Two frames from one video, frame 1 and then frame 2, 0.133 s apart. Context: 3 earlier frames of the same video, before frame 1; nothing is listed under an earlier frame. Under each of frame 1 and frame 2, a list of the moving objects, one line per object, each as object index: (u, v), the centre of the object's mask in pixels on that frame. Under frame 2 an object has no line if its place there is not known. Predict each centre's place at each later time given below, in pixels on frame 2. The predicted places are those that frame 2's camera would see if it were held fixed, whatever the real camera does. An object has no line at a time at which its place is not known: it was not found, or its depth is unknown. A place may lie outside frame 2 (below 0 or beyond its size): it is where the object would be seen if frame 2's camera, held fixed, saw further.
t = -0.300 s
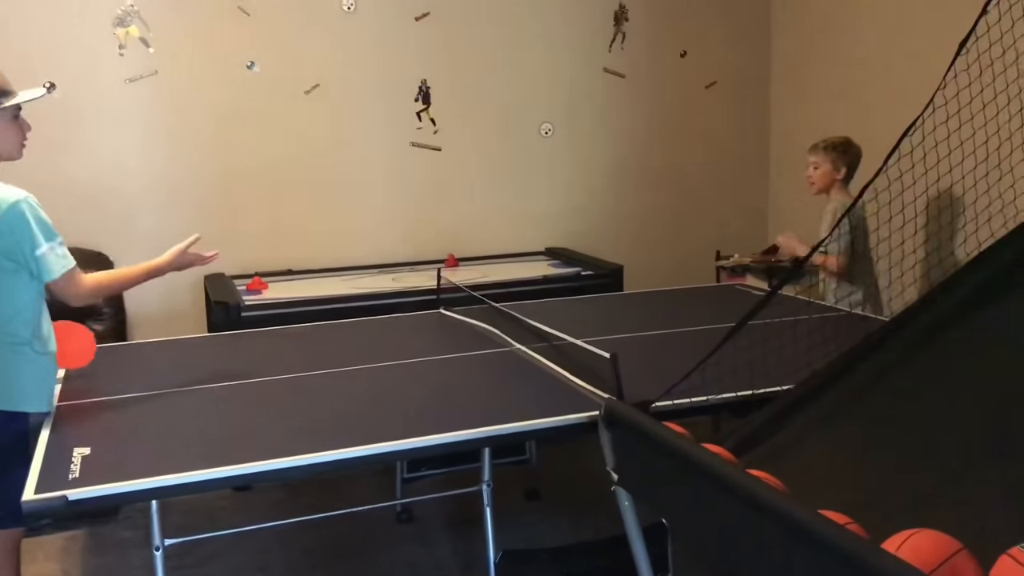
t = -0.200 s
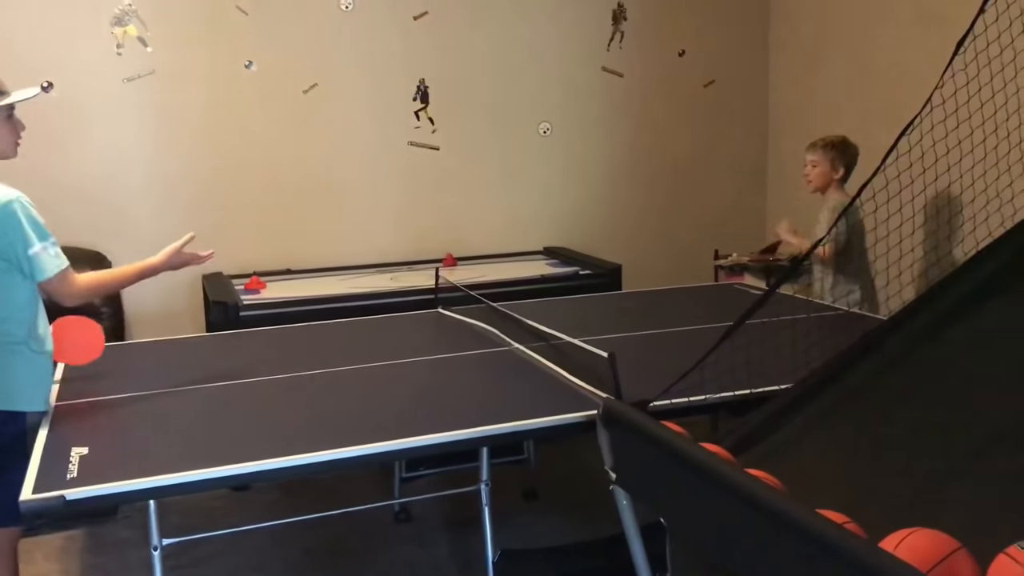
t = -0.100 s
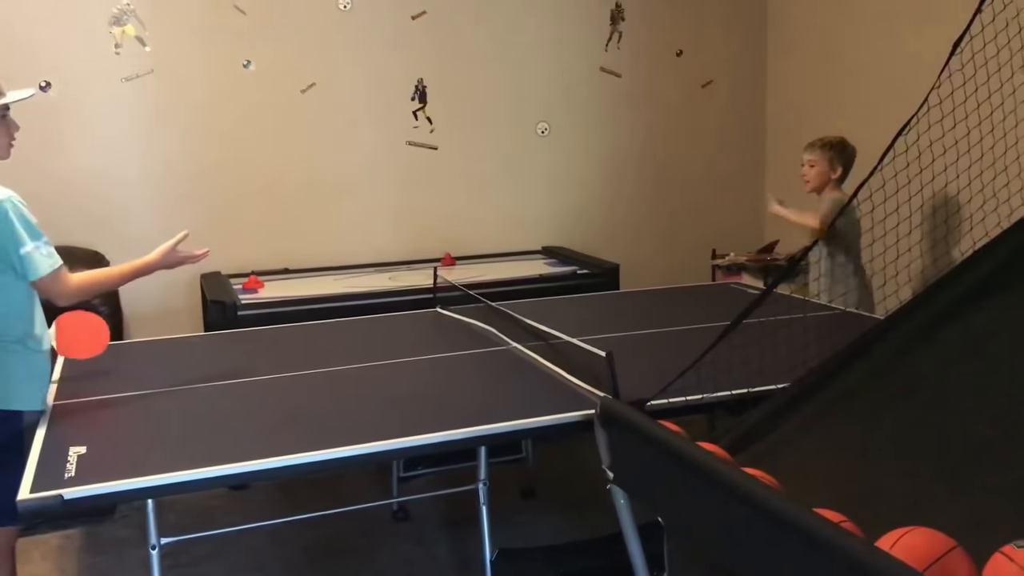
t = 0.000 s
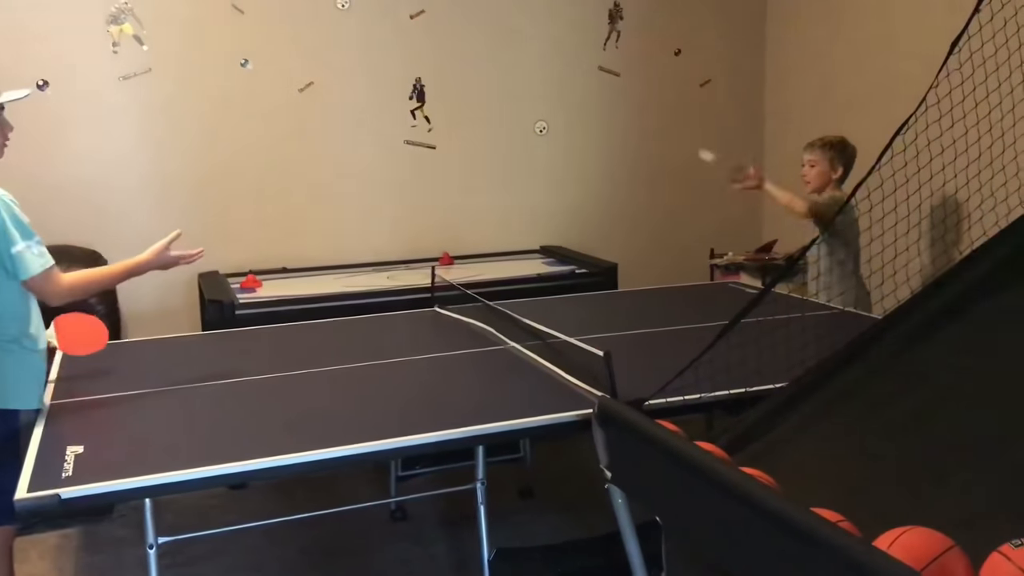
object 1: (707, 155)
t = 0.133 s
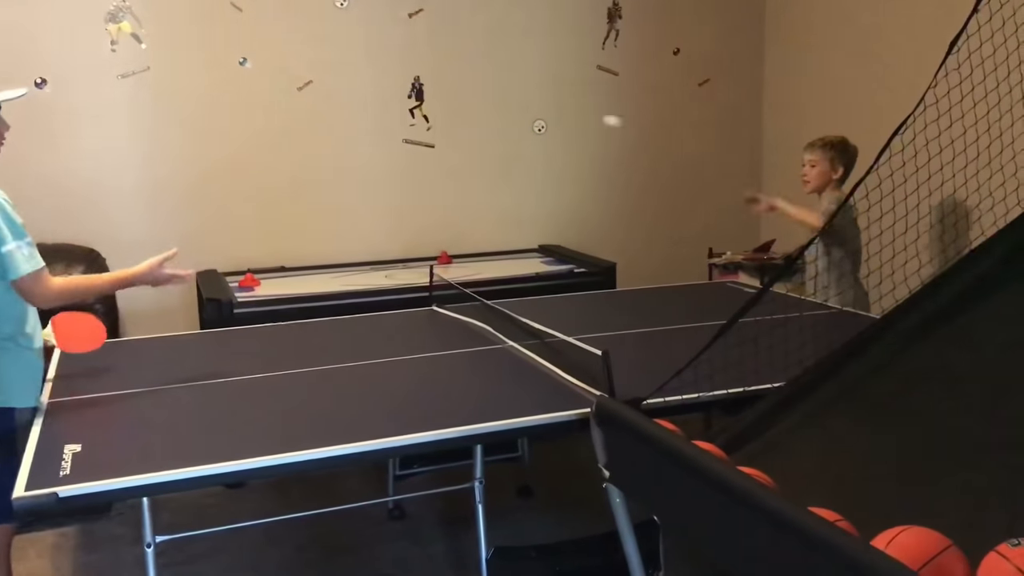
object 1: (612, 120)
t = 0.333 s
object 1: (462, 154)
